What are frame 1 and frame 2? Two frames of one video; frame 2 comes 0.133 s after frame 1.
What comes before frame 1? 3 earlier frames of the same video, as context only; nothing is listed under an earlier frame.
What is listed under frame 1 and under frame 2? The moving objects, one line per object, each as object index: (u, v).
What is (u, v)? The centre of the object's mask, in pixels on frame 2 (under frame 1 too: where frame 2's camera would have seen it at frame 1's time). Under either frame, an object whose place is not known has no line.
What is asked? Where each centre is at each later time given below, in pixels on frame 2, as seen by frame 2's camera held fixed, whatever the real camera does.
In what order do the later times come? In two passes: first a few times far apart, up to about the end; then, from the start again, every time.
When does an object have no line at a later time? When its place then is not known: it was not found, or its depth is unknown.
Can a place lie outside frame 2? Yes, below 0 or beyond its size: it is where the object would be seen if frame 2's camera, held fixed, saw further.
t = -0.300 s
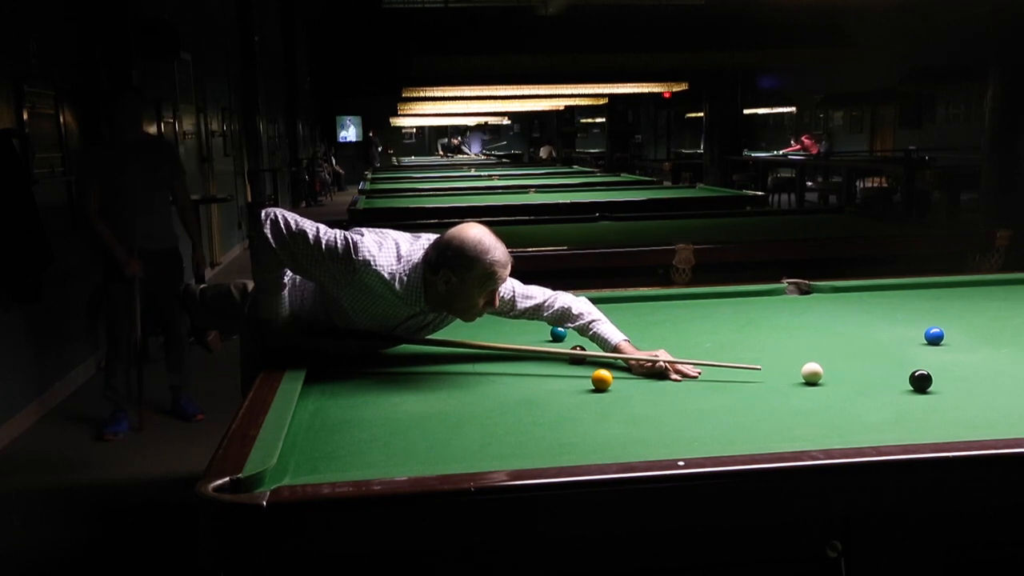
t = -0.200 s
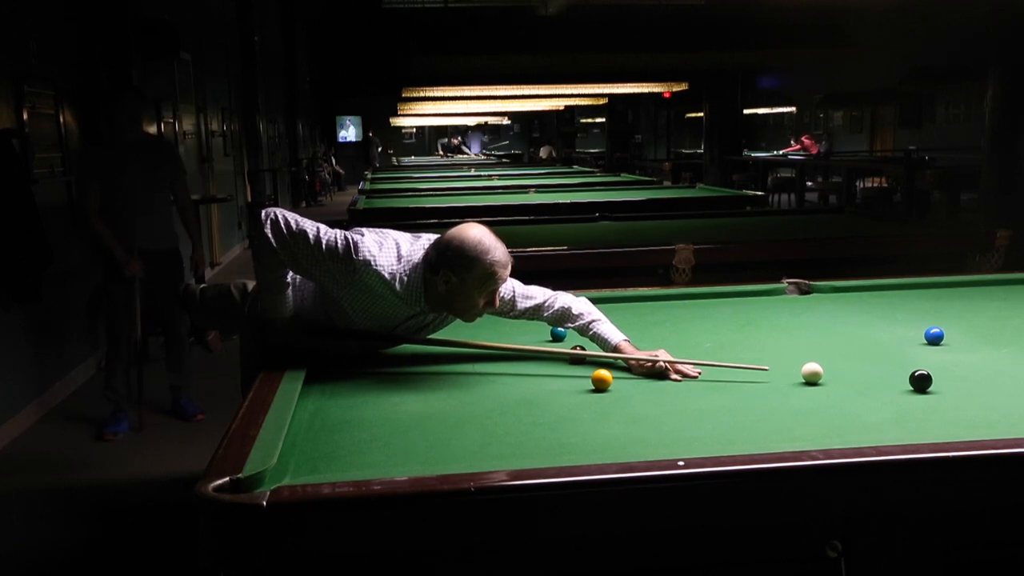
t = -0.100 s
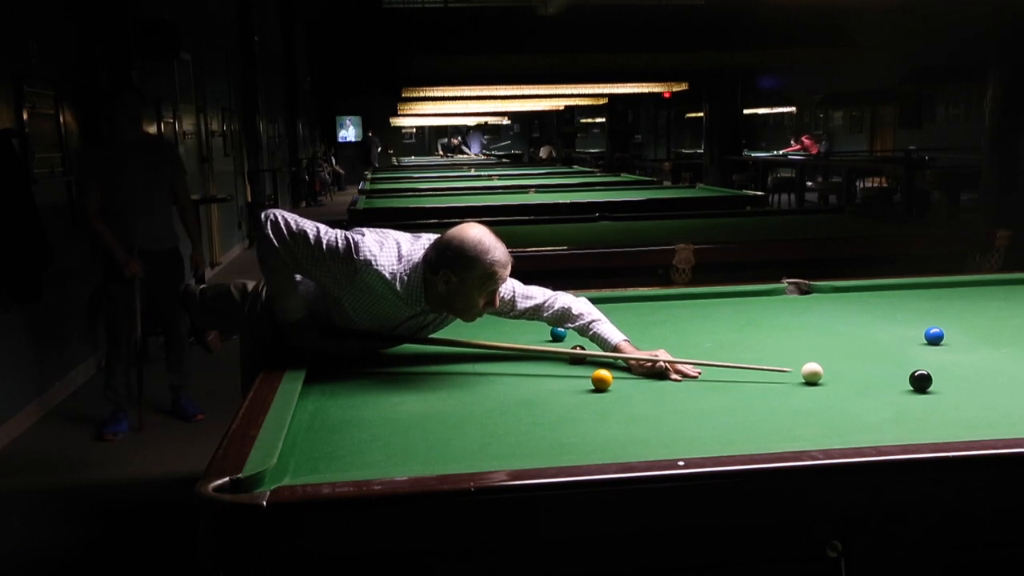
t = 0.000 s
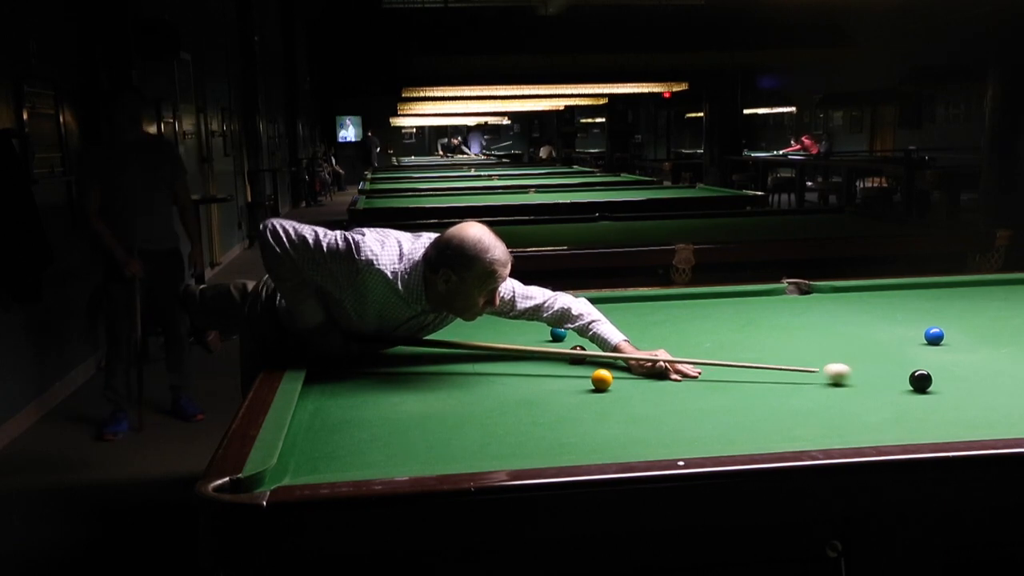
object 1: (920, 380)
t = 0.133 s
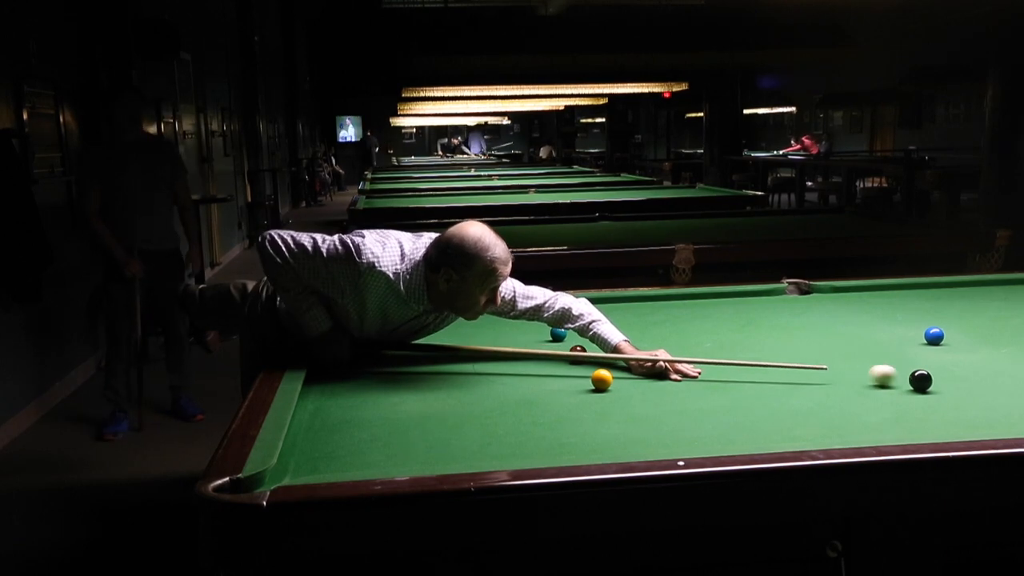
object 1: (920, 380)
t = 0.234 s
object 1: (931, 382)
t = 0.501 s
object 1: (973, 390)
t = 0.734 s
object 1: (1010, 397)
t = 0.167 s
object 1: (920, 380)
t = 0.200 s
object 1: (924, 380)
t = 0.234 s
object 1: (931, 382)
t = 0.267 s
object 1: (936, 383)
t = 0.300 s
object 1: (942, 384)
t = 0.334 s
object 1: (947, 385)
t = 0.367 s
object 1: (952, 386)
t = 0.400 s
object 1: (957, 387)
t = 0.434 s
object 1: (963, 388)
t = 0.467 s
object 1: (968, 389)
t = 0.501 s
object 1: (973, 390)
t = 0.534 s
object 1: (979, 391)
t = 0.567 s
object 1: (984, 392)
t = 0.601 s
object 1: (989, 393)
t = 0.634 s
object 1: (995, 394)
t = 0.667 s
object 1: (1000, 395)
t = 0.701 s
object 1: (1005, 396)
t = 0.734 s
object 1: (1010, 397)
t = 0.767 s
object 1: (1014, 398)
